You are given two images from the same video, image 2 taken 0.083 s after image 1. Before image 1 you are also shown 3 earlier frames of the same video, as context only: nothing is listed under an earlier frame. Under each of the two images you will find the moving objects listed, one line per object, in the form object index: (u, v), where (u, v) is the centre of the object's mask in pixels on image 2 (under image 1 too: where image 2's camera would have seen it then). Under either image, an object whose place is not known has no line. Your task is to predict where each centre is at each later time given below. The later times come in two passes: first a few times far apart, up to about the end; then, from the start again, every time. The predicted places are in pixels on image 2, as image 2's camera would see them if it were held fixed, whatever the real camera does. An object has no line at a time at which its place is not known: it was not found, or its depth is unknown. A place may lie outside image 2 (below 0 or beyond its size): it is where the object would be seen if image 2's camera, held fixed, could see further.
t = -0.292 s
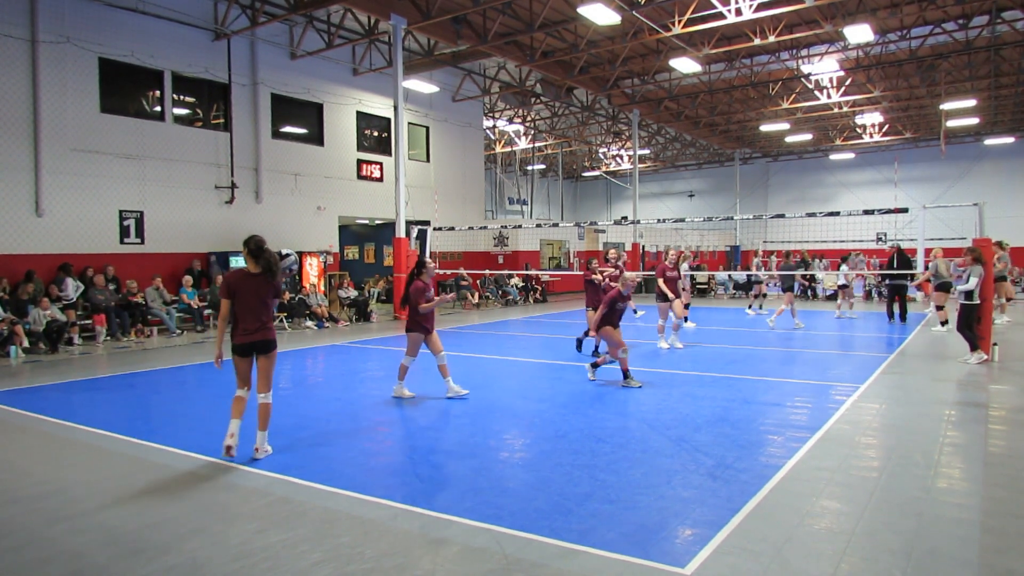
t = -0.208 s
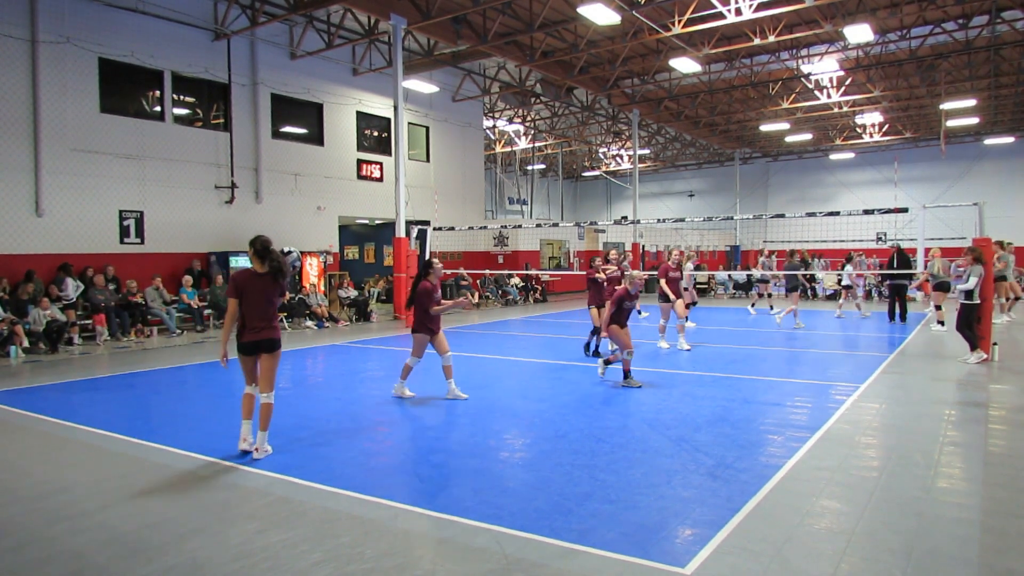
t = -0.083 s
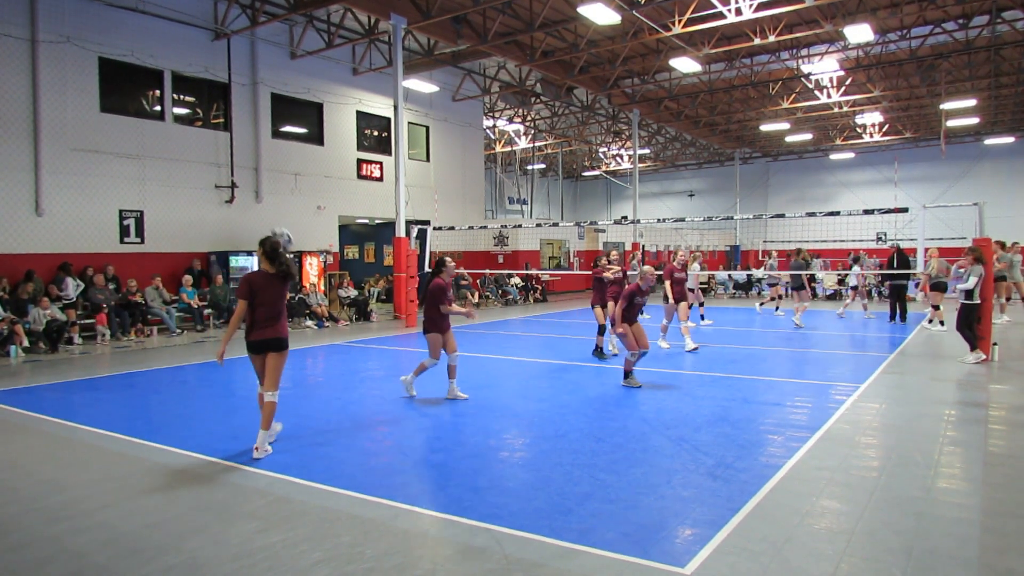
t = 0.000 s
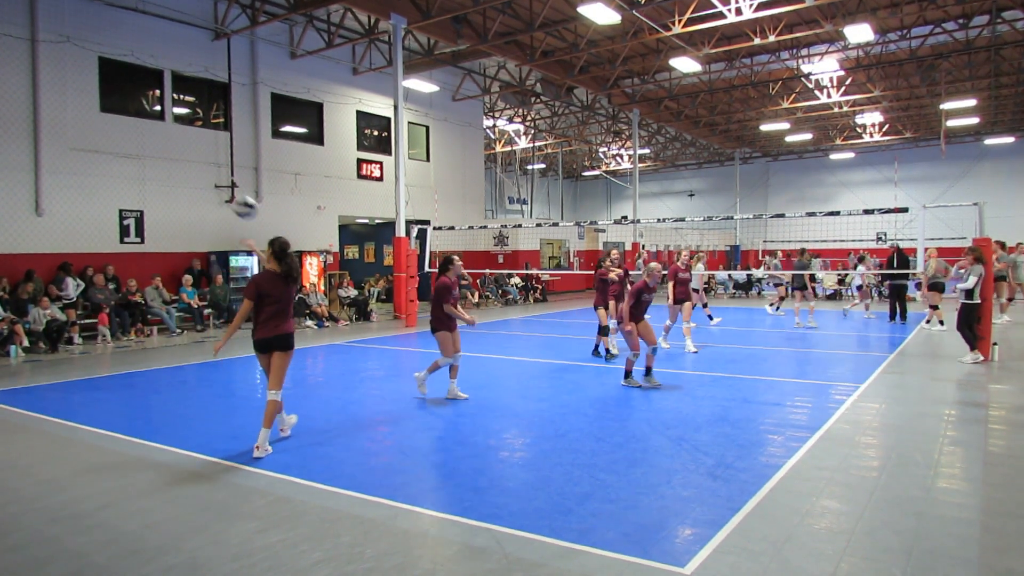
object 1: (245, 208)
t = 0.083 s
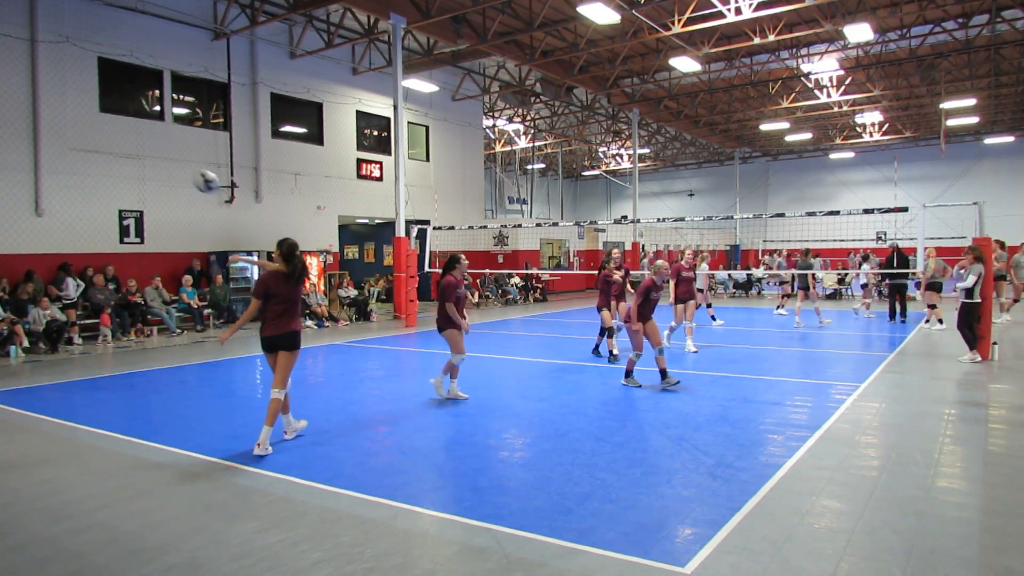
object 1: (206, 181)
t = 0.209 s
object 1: (154, 159)
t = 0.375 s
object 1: (94, 153)
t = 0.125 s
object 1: (188, 172)
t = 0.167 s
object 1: (171, 164)
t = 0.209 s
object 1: (154, 159)
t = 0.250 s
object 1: (138, 154)
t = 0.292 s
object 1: (123, 152)
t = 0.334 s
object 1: (108, 152)
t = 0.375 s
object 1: (94, 153)
